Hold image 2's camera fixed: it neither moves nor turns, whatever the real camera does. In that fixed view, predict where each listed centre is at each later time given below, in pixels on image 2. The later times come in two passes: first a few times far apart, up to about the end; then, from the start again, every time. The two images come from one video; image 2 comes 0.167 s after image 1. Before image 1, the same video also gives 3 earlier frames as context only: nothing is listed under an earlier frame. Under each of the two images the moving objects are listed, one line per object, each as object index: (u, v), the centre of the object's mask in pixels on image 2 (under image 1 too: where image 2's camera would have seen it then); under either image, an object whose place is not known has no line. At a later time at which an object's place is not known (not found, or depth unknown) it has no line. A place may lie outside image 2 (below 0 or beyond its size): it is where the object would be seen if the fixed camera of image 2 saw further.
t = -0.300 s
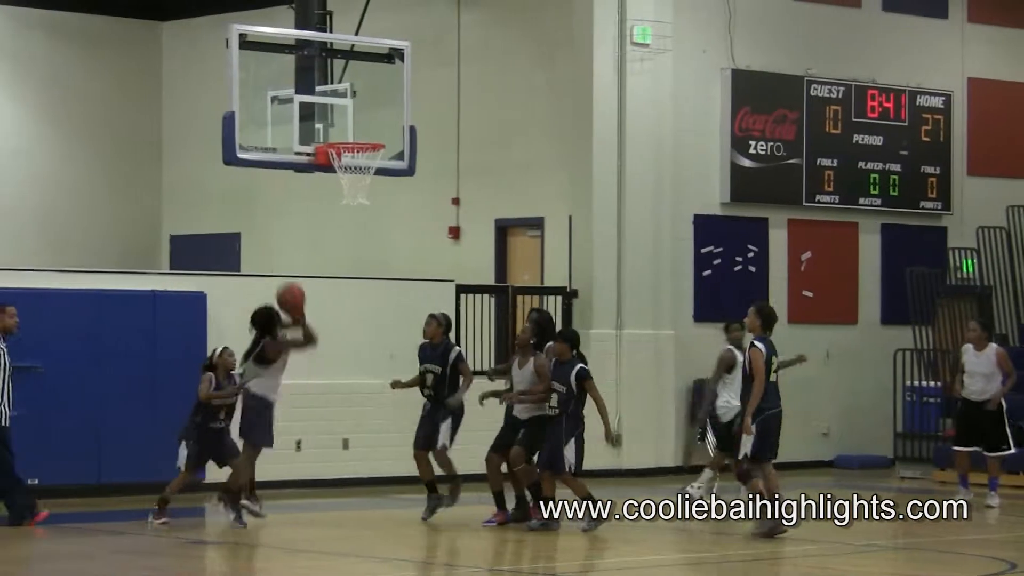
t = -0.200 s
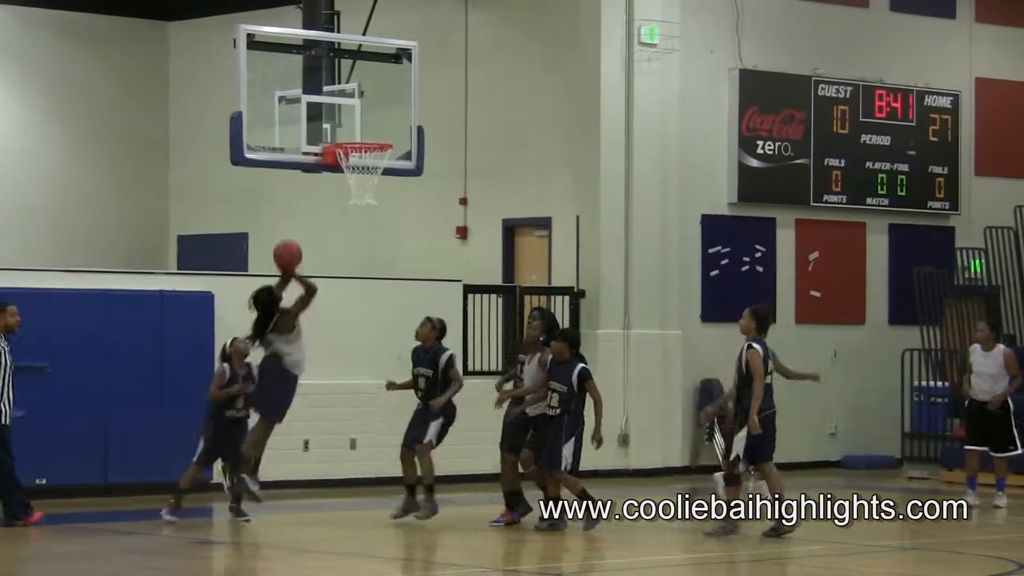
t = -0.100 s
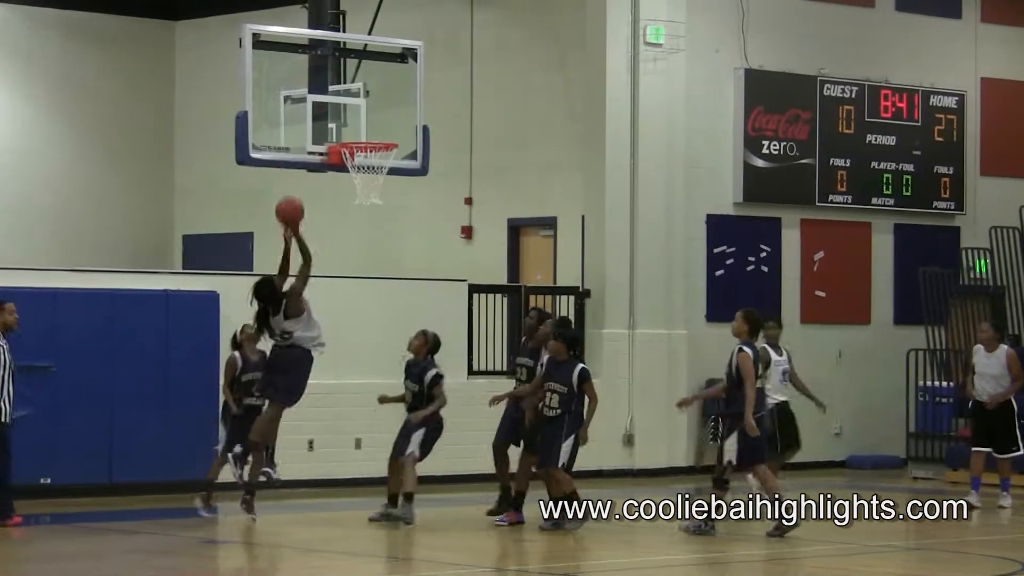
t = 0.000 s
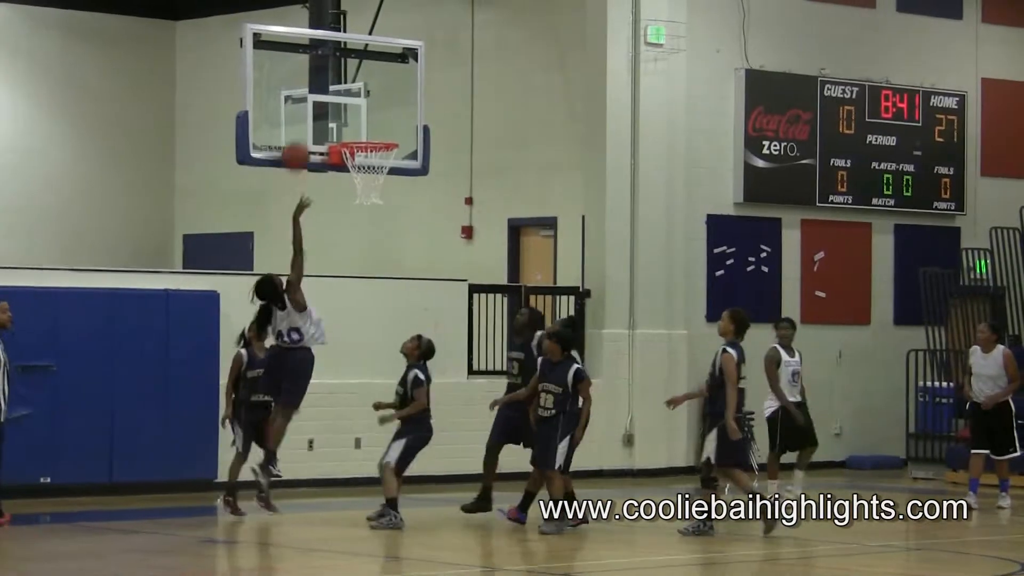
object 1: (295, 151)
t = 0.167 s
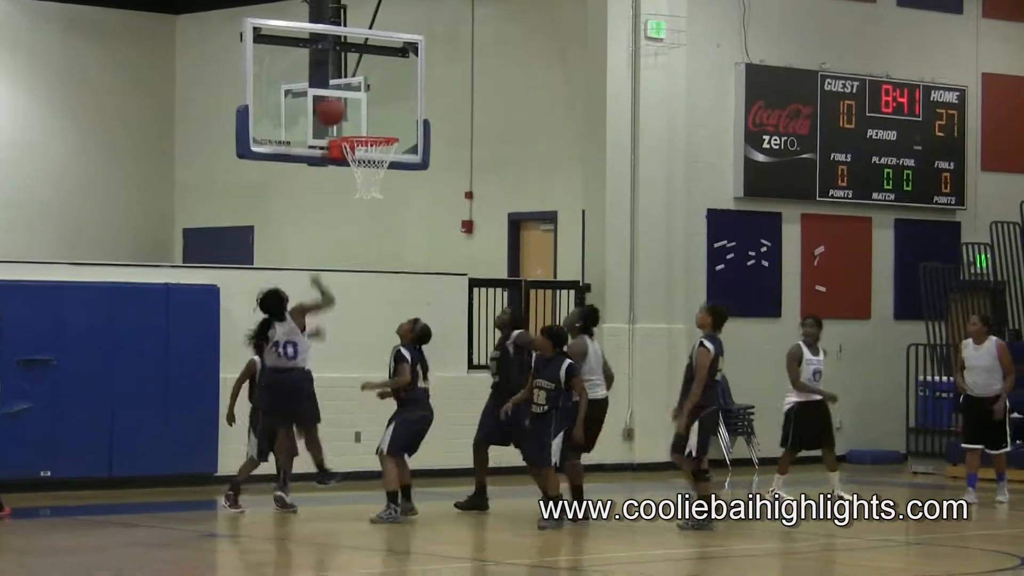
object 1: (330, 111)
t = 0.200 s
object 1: (338, 109)
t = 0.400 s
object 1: (386, 121)
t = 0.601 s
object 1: (391, 123)
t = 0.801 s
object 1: (386, 126)
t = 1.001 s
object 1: (374, 165)
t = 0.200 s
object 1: (338, 109)
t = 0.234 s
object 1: (346, 108)
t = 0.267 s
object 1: (354, 108)
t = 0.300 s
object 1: (362, 109)
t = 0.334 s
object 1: (370, 112)
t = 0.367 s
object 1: (378, 115)
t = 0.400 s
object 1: (386, 121)
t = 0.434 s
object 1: (389, 122)
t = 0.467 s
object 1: (390, 120)
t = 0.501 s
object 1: (390, 119)
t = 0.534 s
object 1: (390, 119)
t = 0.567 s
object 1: (390, 121)
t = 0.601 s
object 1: (391, 123)
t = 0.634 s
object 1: (390, 123)
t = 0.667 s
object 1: (390, 123)
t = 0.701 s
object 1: (389, 123)
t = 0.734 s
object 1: (389, 125)
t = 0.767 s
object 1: (388, 125)
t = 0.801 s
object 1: (386, 126)
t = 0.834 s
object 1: (384, 128)
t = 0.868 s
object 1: (383, 130)
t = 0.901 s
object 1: (381, 132)
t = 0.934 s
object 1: (383, 151)
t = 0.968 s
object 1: (377, 153)
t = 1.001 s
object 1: (374, 165)
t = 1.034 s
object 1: (373, 175)
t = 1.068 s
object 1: (370, 184)
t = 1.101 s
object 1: (368, 190)
